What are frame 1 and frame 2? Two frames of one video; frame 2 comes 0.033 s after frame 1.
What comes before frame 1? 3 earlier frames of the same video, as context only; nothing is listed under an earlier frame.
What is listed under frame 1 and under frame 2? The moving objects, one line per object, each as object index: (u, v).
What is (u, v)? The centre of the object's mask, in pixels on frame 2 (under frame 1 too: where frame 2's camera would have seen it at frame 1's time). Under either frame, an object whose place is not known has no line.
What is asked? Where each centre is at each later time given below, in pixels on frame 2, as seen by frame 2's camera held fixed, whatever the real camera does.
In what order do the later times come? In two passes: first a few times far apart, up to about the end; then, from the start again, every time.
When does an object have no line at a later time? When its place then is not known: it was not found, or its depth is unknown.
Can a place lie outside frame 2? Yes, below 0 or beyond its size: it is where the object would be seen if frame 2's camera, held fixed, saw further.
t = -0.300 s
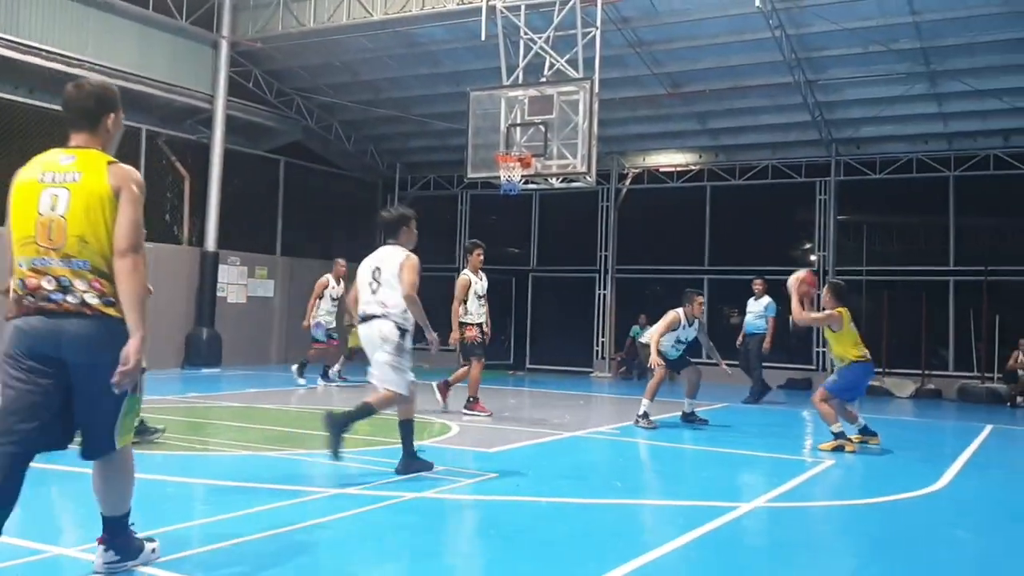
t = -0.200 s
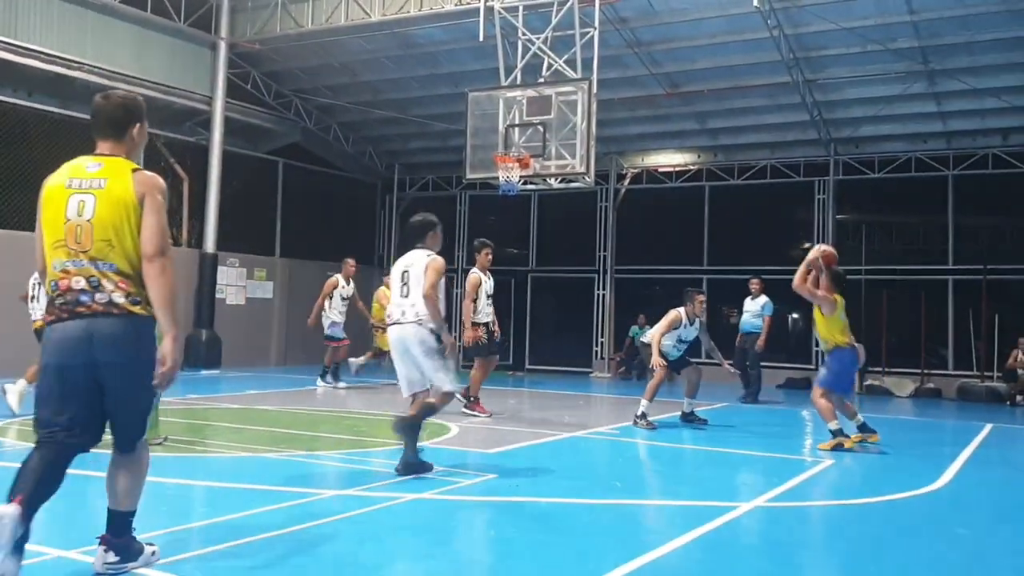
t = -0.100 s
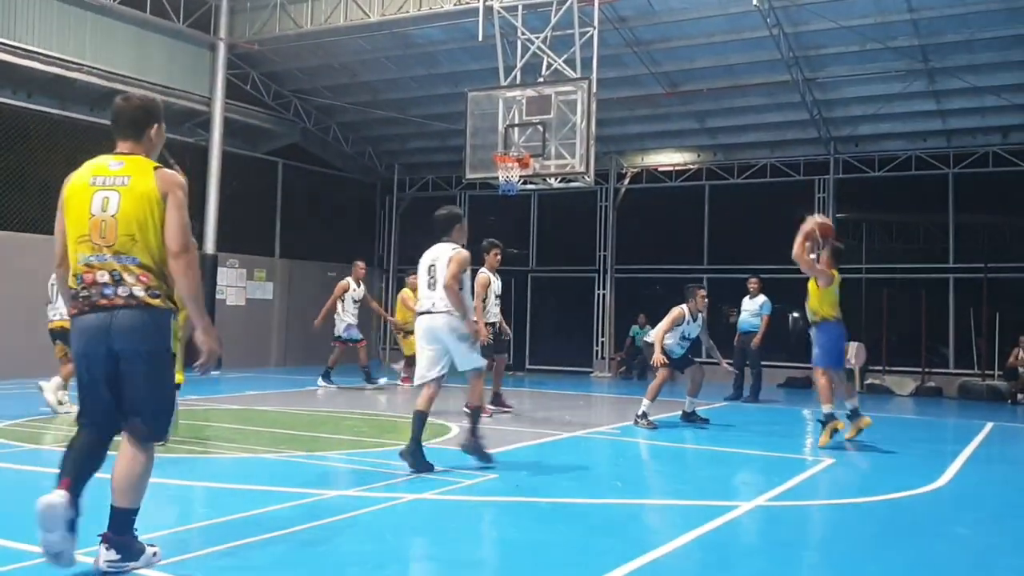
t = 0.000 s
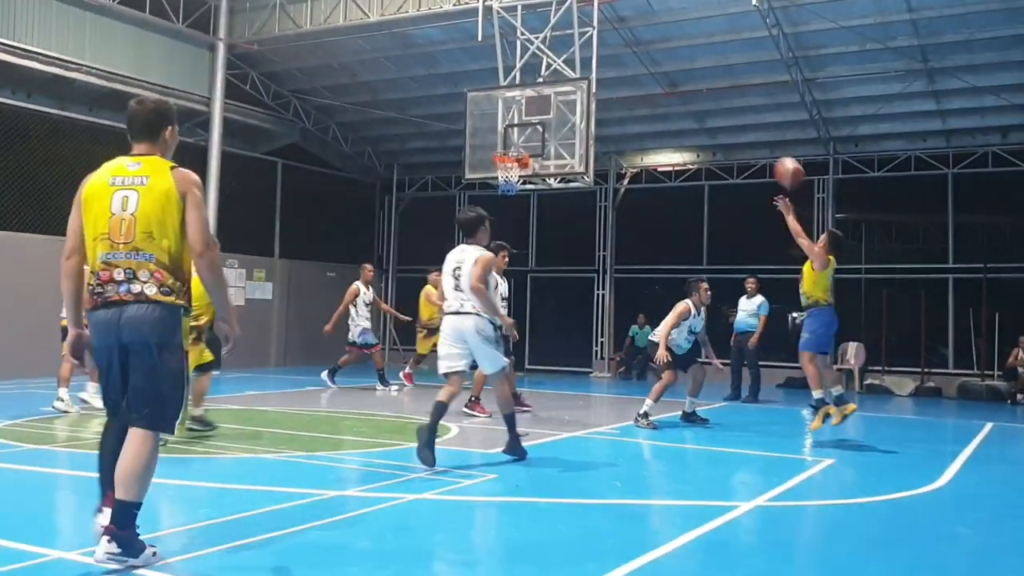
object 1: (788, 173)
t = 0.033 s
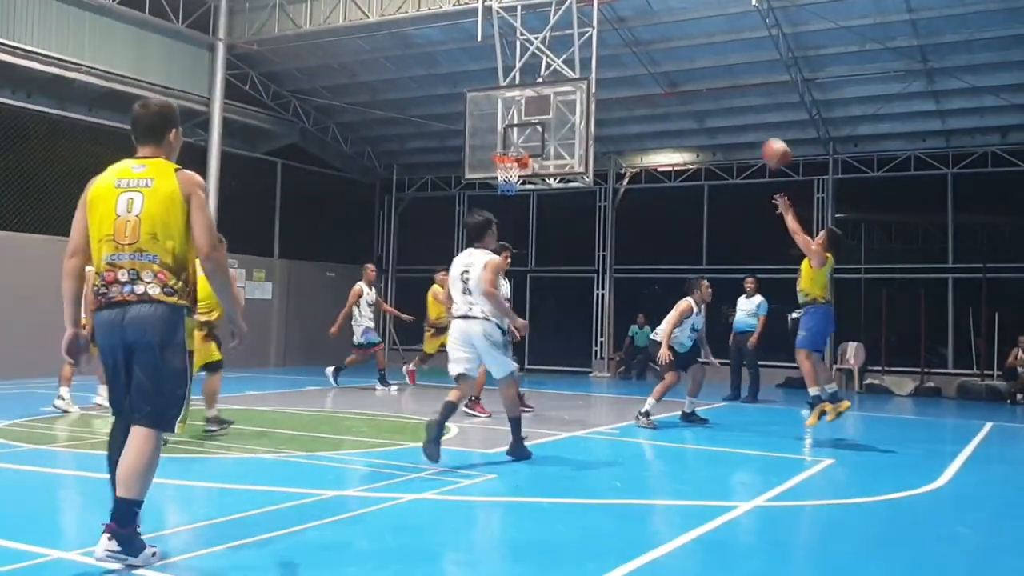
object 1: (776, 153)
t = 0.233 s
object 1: (709, 71)
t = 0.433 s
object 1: (653, 38)
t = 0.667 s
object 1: (595, 44)
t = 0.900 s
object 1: (544, 94)
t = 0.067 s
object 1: (764, 136)
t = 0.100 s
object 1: (751, 120)
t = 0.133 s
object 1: (741, 105)
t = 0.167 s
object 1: (730, 93)
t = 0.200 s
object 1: (719, 82)
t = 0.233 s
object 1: (709, 71)
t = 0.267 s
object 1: (699, 63)
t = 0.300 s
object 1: (690, 56)
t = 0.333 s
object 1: (680, 49)
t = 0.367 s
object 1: (671, 44)
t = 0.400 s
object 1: (662, 41)
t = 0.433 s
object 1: (653, 38)
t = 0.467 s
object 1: (644, 36)
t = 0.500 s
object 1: (636, 35)
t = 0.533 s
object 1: (628, 35)
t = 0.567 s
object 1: (619, 36)
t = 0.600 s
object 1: (611, 37)
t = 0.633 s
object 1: (604, 40)
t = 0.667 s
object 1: (595, 44)
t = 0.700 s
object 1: (587, 49)
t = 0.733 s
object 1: (580, 55)
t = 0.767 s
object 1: (573, 62)
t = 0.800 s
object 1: (564, 69)
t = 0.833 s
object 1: (556, 76)
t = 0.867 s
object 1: (549, 85)
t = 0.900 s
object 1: (544, 94)
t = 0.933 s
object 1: (535, 104)
